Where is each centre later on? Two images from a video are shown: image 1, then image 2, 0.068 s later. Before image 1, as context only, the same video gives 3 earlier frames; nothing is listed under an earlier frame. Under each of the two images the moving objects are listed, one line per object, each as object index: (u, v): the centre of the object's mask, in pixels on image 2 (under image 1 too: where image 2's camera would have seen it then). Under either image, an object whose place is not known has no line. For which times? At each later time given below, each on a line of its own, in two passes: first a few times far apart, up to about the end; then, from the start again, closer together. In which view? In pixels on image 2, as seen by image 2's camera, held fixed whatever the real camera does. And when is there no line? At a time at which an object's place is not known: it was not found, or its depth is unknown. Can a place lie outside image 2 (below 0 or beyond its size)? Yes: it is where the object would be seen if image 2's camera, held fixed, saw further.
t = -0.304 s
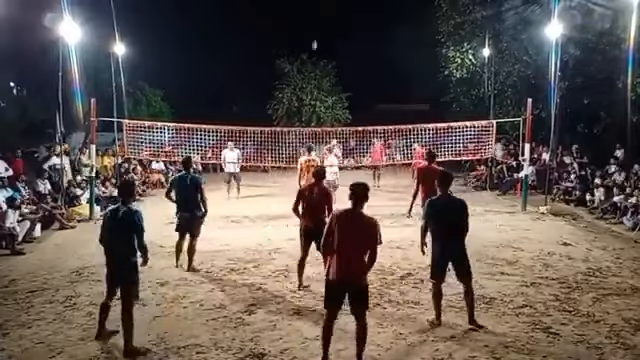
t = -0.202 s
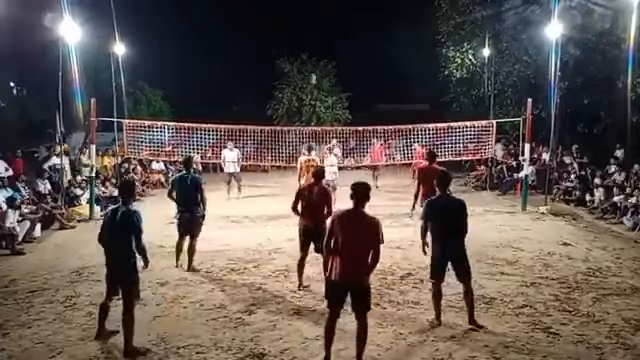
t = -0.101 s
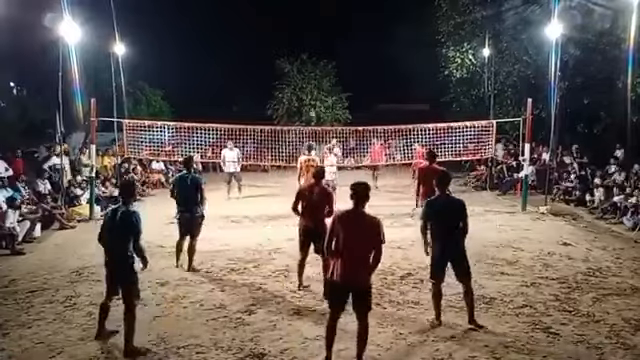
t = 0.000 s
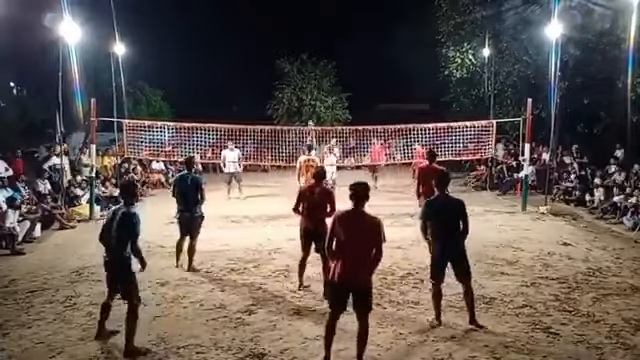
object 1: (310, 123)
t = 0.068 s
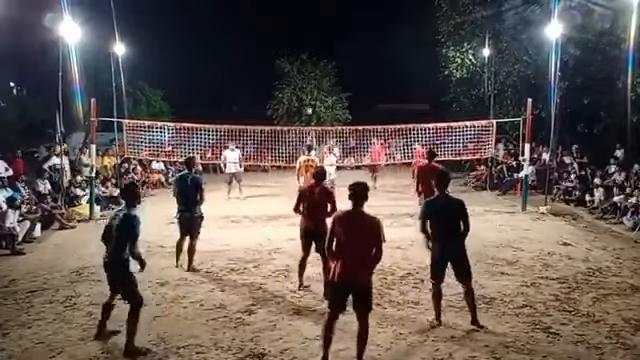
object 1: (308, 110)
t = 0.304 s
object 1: (301, 71)
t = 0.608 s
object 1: (287, 38)
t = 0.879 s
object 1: (268, 37)
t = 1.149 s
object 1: (237, 97)
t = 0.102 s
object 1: (307, 105)
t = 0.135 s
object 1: (307, 98)
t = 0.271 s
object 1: (303, 77)
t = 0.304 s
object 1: (301, 71)
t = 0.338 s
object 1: (300, 66)
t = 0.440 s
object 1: (296, 52)
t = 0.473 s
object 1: (294, 49)
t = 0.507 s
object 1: (293, 46)
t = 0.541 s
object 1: (291, 42)
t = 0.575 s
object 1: (289, 39)
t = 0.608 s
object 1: (287, 38)
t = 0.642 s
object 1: (285, 35)
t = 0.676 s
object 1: (283, 34)
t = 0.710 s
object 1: (281, 33)
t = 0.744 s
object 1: (279, 32)
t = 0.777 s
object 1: (276, 33)
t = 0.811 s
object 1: (273, 33)
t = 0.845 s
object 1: (271, 35)
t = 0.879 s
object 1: (268, 37)
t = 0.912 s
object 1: (265, 40)
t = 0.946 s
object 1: (261, 45)
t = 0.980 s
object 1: (258, 50)
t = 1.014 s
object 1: (254, 56)
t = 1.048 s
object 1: (250, 63)
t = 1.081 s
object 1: (246, 73)
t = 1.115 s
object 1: (241, 84)
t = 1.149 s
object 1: (237, 97)
